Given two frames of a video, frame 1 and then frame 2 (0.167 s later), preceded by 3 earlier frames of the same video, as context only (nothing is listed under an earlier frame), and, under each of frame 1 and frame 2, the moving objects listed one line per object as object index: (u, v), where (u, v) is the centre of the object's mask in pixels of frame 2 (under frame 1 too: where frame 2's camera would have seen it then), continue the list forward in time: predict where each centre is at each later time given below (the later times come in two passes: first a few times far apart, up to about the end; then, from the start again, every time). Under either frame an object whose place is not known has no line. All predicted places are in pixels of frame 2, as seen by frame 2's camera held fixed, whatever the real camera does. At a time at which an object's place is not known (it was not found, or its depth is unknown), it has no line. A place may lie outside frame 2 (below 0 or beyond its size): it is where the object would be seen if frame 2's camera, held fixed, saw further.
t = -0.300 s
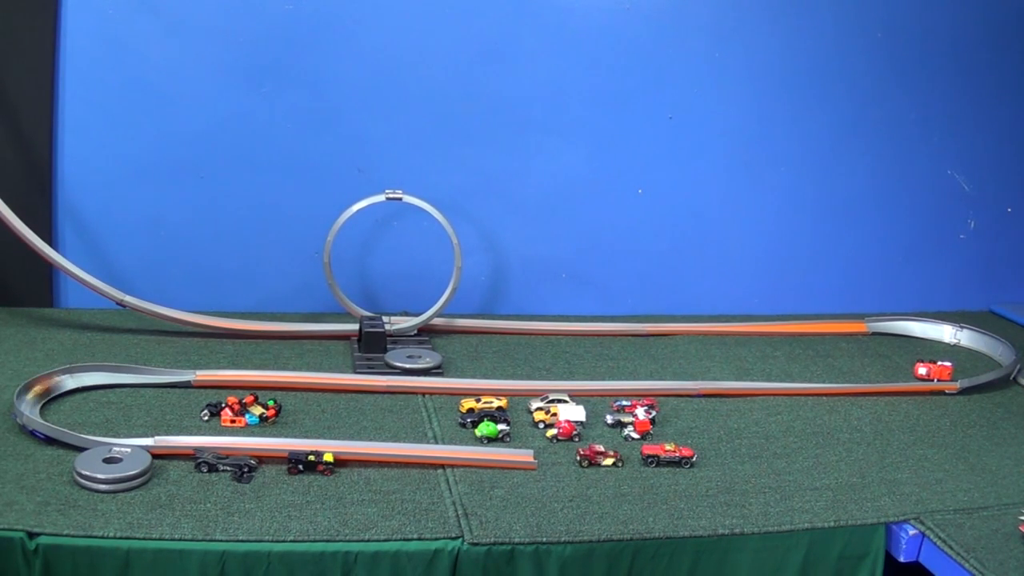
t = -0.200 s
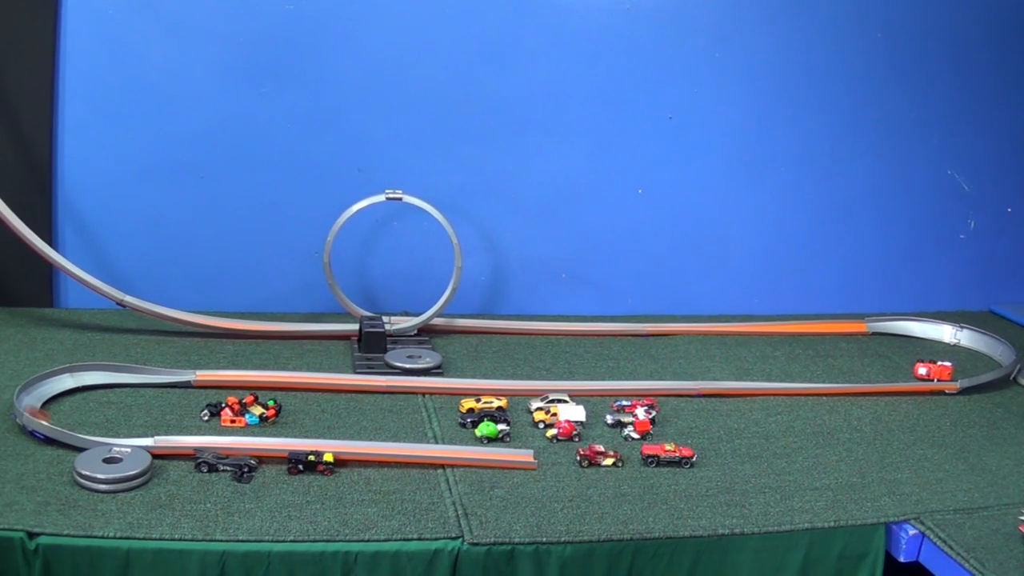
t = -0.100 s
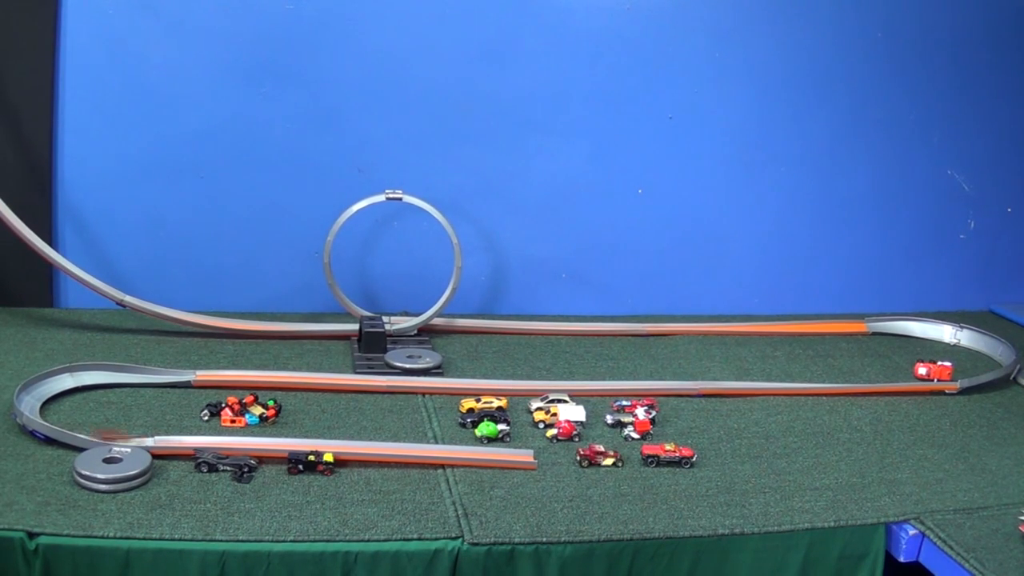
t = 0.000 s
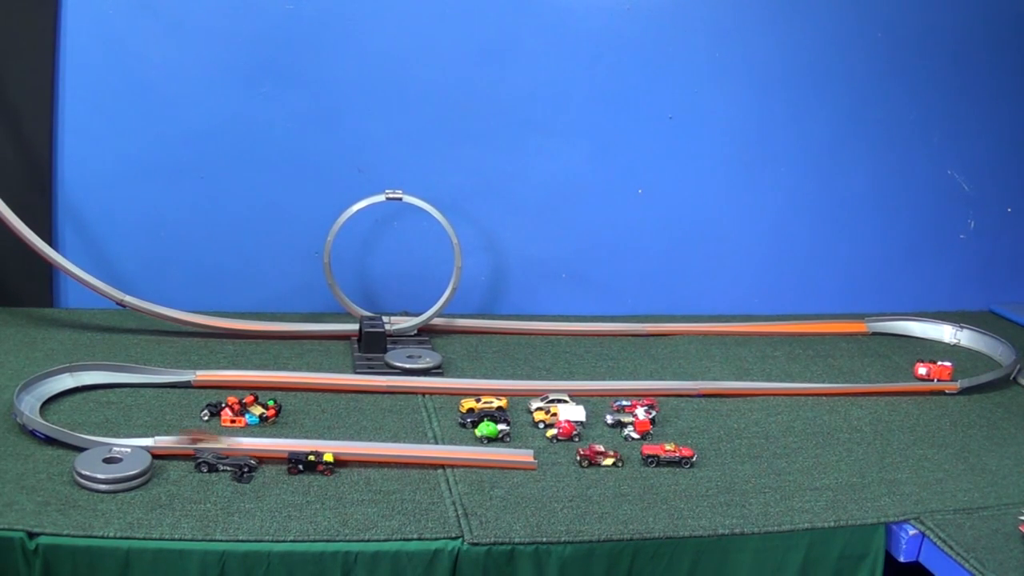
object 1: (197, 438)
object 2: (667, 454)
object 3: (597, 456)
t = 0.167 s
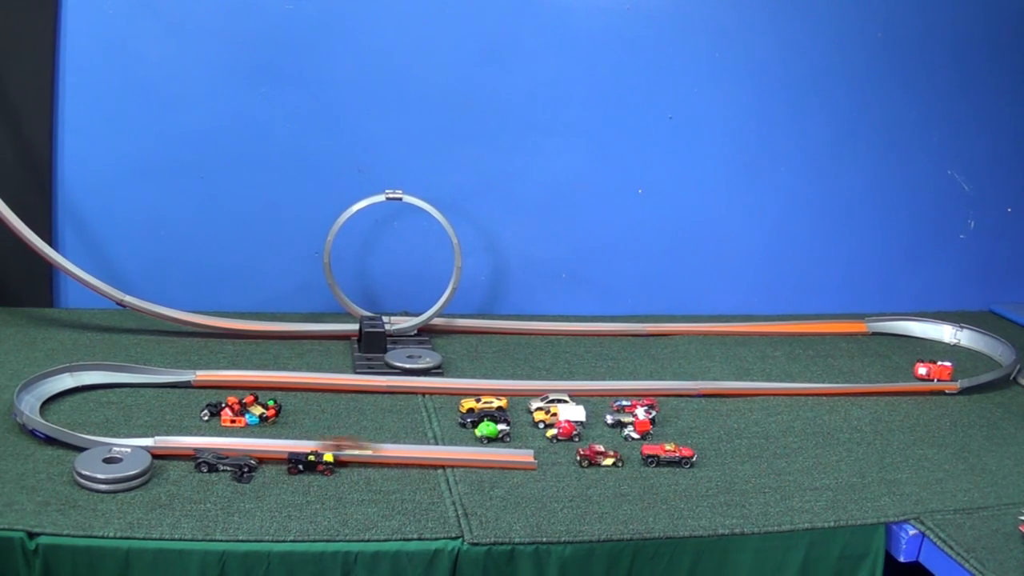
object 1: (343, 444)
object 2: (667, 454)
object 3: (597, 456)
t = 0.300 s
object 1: (455, 448)
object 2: (667, 454)
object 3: (598, 456)
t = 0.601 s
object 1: (585, 455)
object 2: (700, 455)
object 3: (646, 456)
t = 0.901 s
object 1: (593, 454)
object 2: (731, 453)
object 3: (664, 456)
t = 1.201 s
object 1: (593, 454)
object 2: (732, 453)
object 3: (664, 456)
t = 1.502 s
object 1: (593, 454)
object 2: (732, 453)
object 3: (663, 456)
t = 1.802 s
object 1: (593, 454)
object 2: (732, 453)
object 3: (663, 456)
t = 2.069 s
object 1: (593, 454)
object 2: (732, 453)
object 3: (663, 456)
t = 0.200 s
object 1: (373, 446)
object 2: (667, 454)
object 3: (598, 456)
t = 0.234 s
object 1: (400, 447)
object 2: (667, 454)
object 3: (598, 456)
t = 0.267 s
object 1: (427, 448)
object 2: (667, 454)
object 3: (598, 456)
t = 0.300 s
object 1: (455, 448)
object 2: (667, 454)
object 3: (598, 456)
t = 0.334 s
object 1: (482, 451)
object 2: (667, 454)
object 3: (598, 456)
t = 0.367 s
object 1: (510, 452)
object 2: (667, 454)
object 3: (598, 456)
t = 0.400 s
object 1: (543, 454)
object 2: (667, 454)
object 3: (598, 456)
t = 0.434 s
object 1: (558, 456)
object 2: (667, 454)
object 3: (604, 455)
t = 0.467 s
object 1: (565, 458)
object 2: (669, 454)
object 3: (619, 454)
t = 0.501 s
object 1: (572, 458)
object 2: (676, 454)
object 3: (627, 456)
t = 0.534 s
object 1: (577, 457)
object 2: (684, 455)
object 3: (635, 457)
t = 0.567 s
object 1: (581, 456)
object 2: (693, 455)
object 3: (641, 456)
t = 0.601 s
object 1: (585, 455)
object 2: (700, 455)
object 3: (646, 456)
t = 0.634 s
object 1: (588, 455)
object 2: (705, 455)
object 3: (651, 456)
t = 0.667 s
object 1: (591, 454)
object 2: (710, 454)
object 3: (655, 456)
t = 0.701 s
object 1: (592, 454)
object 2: (715, 454)
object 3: (658, 456)
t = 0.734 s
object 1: (593, 454)
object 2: (719, 454)
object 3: (660, 456)
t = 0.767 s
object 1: (593, 454)
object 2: (722, 453)
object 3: (662, 456)
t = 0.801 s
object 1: (593, 454)
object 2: (725, 453)
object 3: (663, 456)
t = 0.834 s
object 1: (593, 454)
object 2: (727, 453)
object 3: (663, 456)
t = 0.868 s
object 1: (593, 454)
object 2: (729, 453)
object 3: (664, 456)
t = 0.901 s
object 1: (593, 454)
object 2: (731, 453)
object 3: (664, 456)
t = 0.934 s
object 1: (593, 454)
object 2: (732, 453)
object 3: (663, 456)
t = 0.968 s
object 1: (593, 454)
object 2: (732, 453)
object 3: (663, 456)
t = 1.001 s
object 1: (593, 454)
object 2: (732, 453)
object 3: (663, 456)
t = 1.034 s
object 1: (593, 454)
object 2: (732, 453)
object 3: (663, 456)
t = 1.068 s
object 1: (593, 454)
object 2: (732, 453)
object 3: (663, 456)
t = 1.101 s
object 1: (593, 454)
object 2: (732, 453)
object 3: (663, 456)
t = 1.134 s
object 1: (593, 454)
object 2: (732, 453)
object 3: (663, 456)
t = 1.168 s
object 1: (593, 454)
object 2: (732, 453)
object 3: (663, 456)
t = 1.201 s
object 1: (593, 454)
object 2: (732, 453)
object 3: (664, 456)
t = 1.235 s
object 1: (593, 454)
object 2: (732, 453)
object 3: (663, 456)
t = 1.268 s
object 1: (593, 454)
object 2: (732, 453)
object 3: (664, 456)
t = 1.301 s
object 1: (593, 454)
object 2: (732, 453)
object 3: (663, 456)
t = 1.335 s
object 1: (593, 454)
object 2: (732, 453)
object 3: (663, 456)
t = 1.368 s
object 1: (593, 454)
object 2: (732, 453)
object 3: (663, 456)
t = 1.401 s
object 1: (593, 454)
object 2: (732, 453)
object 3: (663, 456)
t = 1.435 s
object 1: (593, 454)
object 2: (732, 453)
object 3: (663, 456)
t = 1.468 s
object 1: (593, 454)
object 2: (732, 453)
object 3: (663, 456)
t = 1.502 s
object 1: (593, 454)
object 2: (732, 453)
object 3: (663, 456)
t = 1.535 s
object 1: (593, 454)
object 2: (732, 453)
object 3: (663, 456)
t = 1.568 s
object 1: (593, 454)
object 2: (732, 453)
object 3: (663, 456)
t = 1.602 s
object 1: (593, 454)
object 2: (732, 453)
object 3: (663, 456)
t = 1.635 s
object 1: (593, 454)
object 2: (732, 453)
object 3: (663, 456)
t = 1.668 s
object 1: (593, 454)
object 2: (732, 453)
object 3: (663, 456)
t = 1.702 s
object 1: (593, 454)
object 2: (732, 453)
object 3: (664, 456)
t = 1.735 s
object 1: (593, 454)
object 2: (732, 453)
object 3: (663, 456)
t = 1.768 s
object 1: (593, 454)
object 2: (732, 453)
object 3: (663, 456)
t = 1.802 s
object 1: (593, 454)
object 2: (732, 453)
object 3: (663, 456)
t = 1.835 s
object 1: (593, 454)
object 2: (732, 453)
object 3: (663, 456)
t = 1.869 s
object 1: (593, 454)
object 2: (732, 453)
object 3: (663, 456)
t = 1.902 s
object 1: (593, 454)
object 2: (732, 453)
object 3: (663, 456)
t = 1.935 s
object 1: (593, 454)
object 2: (732, 453)
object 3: (663, 456)
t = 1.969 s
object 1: (593, 454)
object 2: (732, 453)
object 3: (663, 456)
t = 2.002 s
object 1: (593, 454)
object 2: (732, 453)
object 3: (663, 456)
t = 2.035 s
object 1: (593, 454)
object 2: (732, 453)
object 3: (663, 456)
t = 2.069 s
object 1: (593, 454)
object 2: (732, 453)
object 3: (663, 456)
